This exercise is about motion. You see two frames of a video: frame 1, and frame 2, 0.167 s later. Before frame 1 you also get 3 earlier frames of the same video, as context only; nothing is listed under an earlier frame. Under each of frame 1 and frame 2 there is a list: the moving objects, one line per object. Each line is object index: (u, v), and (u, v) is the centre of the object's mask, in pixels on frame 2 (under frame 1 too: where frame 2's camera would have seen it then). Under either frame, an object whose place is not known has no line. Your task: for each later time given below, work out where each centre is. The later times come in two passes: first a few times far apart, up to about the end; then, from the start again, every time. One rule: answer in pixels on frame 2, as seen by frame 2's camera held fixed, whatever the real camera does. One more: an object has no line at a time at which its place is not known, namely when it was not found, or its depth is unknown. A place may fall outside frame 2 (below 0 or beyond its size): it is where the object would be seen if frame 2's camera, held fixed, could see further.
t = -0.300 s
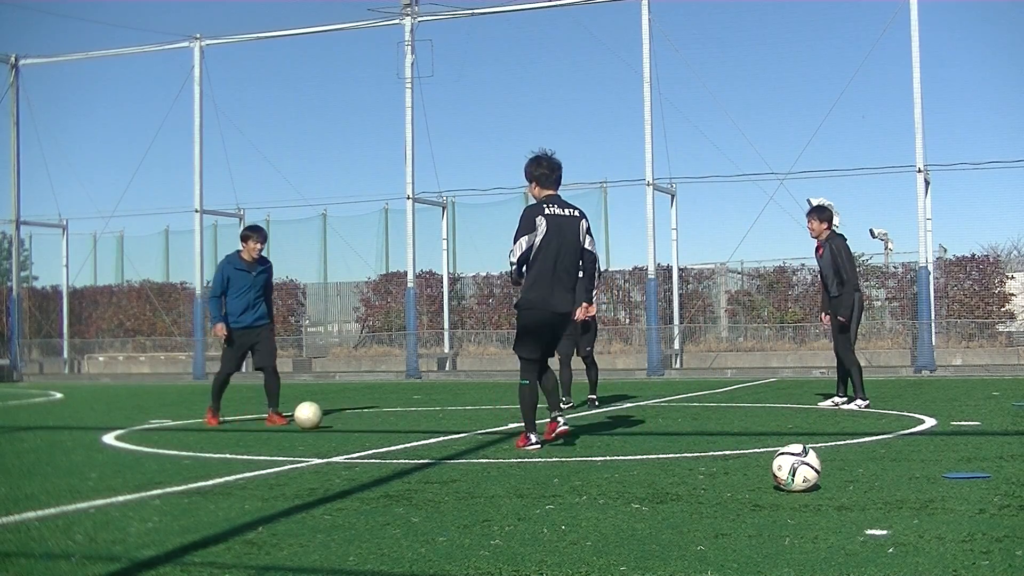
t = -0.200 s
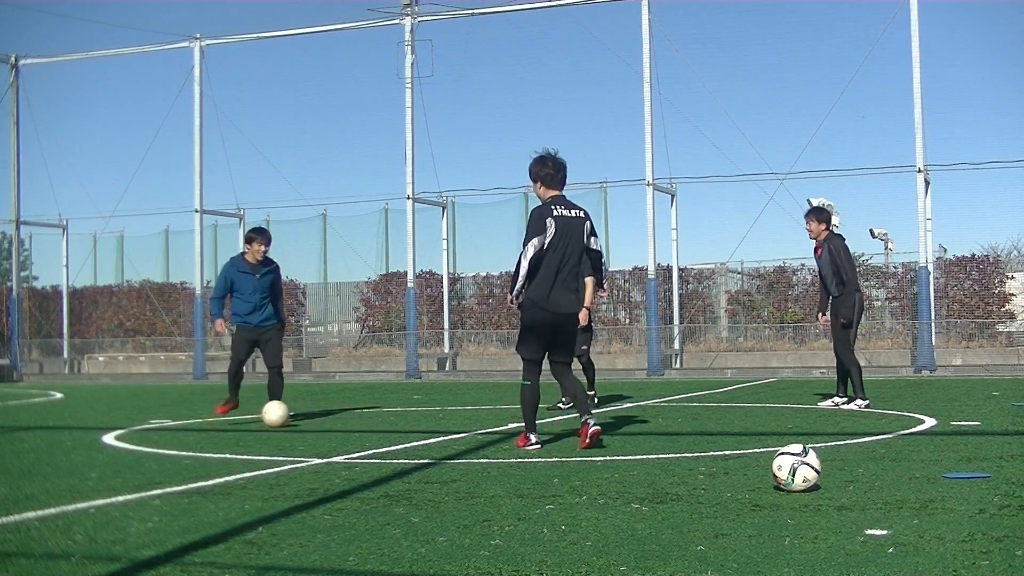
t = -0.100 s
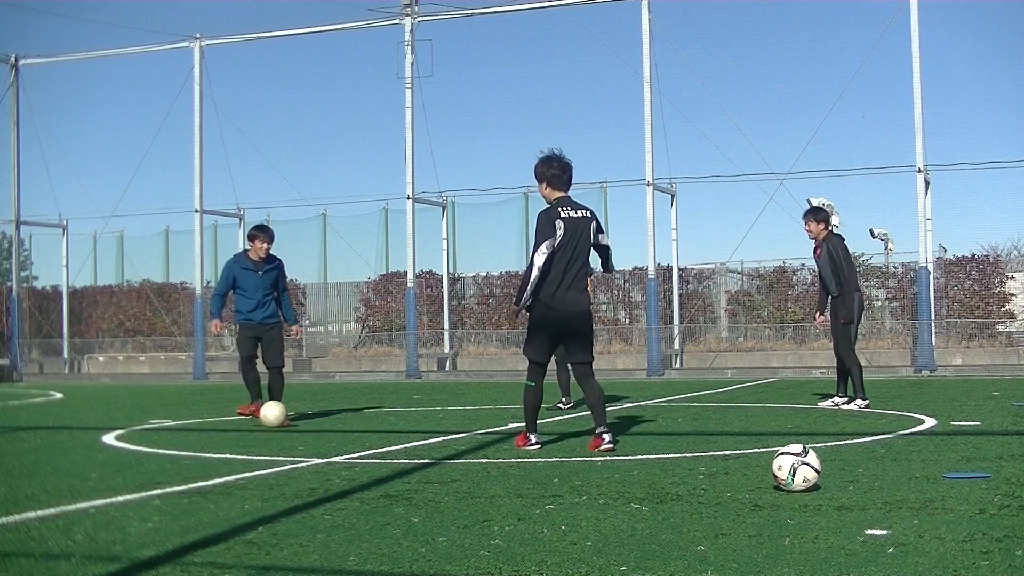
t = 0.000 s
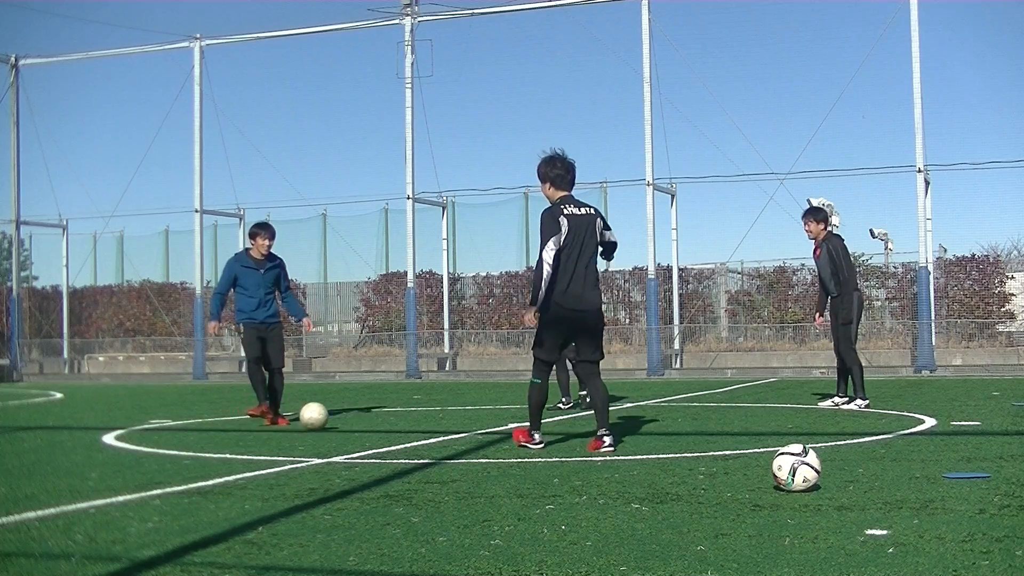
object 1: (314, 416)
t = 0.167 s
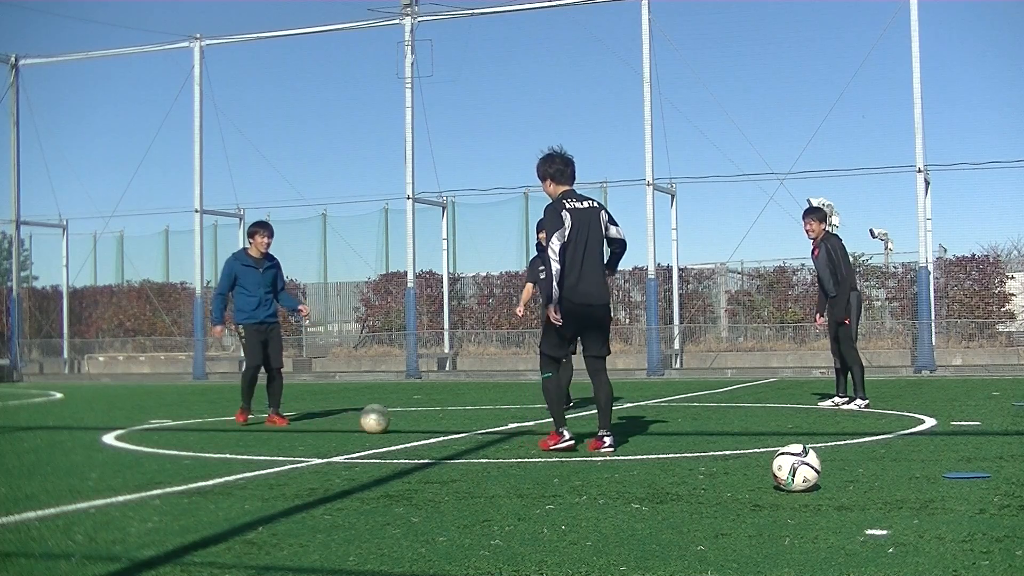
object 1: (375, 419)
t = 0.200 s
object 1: (386, 419)
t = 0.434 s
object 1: (460, 425)
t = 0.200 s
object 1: (386, 419)
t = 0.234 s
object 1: (396, 421)
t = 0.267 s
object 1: (407, 421)
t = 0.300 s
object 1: (418, 422)
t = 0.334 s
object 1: (429, 423)
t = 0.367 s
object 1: (439, 423)
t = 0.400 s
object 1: (449, 424)
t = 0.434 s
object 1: (460, 425)
